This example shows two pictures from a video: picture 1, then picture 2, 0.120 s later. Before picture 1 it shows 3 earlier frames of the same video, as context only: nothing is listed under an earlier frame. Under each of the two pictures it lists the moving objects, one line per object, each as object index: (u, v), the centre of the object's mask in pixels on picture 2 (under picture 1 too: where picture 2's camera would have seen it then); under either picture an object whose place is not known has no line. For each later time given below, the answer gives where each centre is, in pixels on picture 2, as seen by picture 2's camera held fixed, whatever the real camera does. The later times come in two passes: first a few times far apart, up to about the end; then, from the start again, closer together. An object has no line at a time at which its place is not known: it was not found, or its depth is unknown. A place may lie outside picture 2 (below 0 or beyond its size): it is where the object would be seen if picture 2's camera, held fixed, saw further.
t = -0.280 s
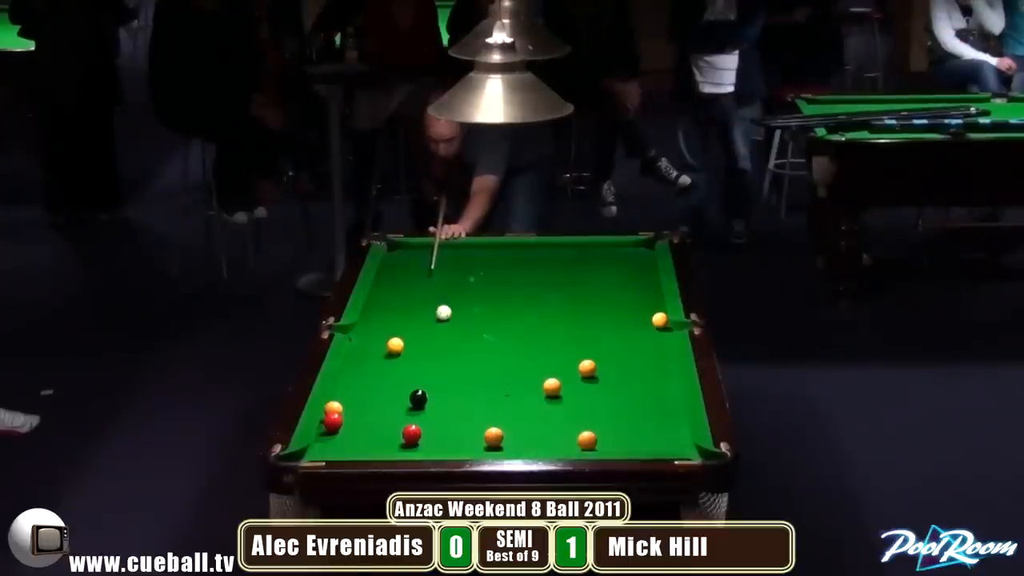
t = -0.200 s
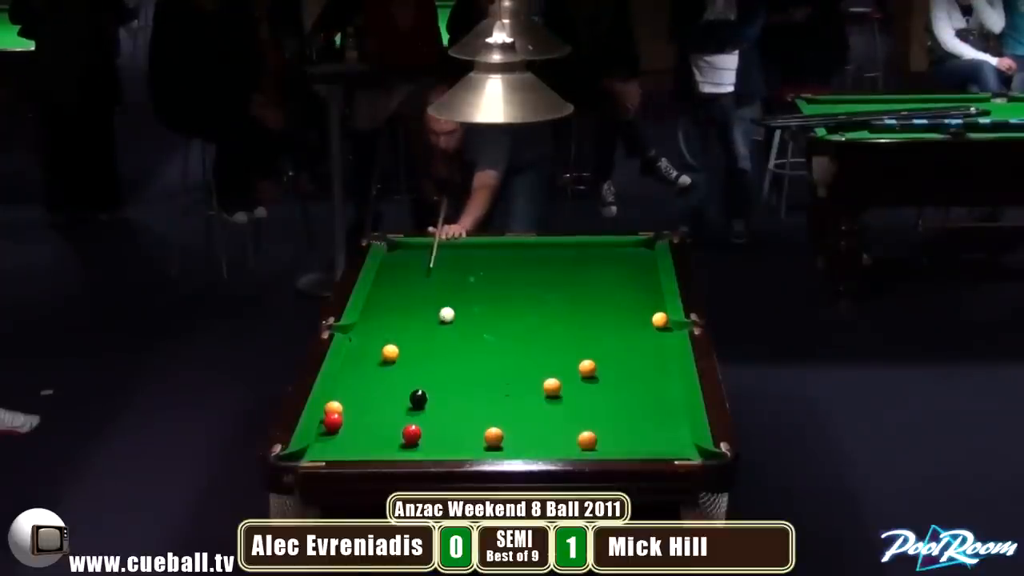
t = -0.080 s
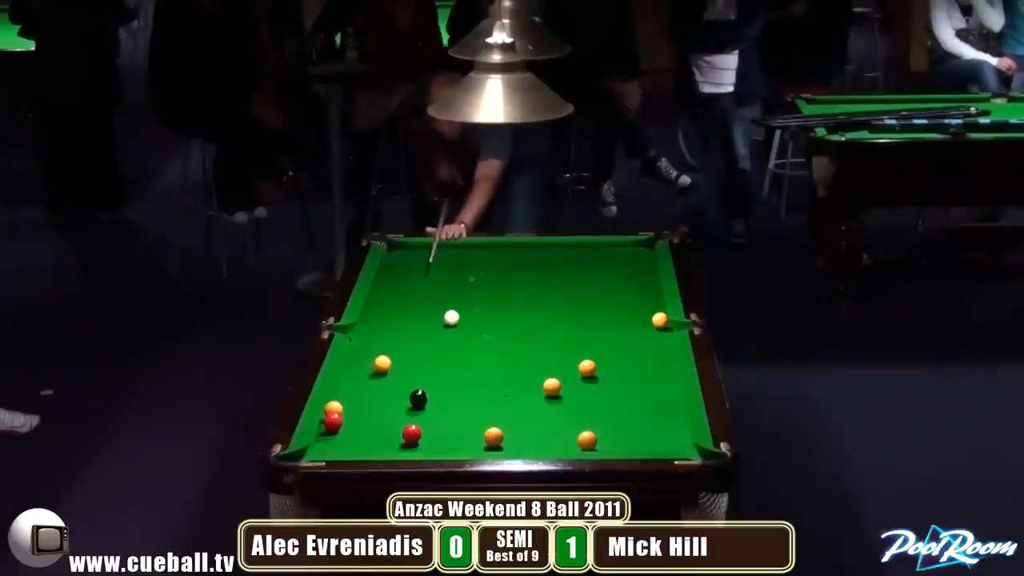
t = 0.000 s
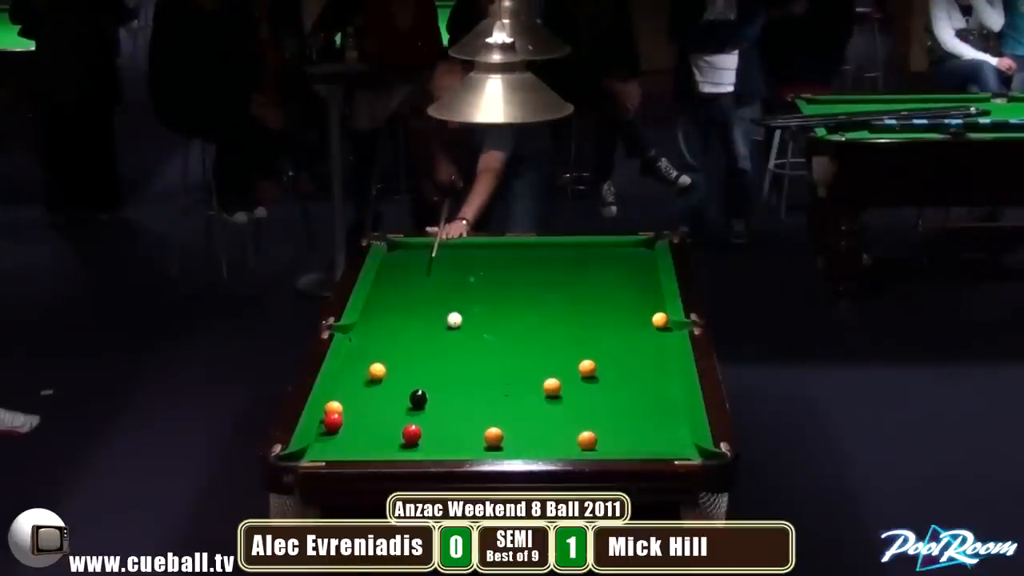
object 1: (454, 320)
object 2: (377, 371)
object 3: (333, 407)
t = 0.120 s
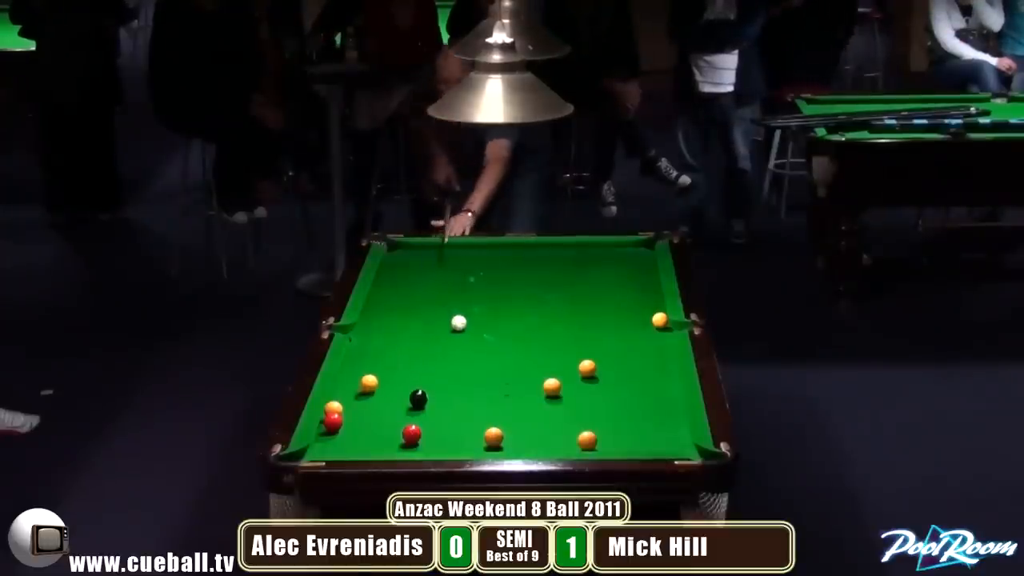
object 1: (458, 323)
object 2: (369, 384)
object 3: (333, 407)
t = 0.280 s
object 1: (464, 326)
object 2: (357, 399)
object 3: (334, 407)
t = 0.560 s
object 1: (472, 333)
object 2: (358, 424)
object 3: (344, 411)
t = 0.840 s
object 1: (479, 338)
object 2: (366, 445)
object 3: (359, 415)
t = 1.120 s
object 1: (485, 343)
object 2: (380, 442)
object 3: (371, 417)
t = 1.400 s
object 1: (490, 348)
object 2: (393, 430)
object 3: (380, 418)
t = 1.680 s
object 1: (493, 351)
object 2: (408, 417)
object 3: (385, 419)
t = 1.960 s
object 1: (495, 354)
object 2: (425, 412)
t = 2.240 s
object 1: (497, 356)
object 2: (440, 405)
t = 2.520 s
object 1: (498, 357)
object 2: (453, 399)
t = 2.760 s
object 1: (498, 358)
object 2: (462, 395)
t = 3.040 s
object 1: (497, 358)
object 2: (472, 391)
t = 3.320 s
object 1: (497, 358)
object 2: (479, 389)
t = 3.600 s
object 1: (497, 358)
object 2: (484, 387)
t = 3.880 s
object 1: (497, 358)
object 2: (488, 385)
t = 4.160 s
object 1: (497, 358)
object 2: (489, 385)
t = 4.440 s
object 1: (497, 358)
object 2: (489, 385)
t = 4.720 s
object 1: (497, 358)
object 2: (489, 385)
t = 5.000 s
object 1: (497, 358)
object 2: (489, 385)
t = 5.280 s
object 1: (497, 358)
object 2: (489, 385)
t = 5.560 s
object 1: (497, 358)
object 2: (489, 385)
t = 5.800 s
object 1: (497, 358)
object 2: (489, 385)
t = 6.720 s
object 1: (497, 358)
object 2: (489, 385)
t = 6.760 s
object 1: (497, 358)
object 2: (489, 384)
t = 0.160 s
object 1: (460, 323)
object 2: (366, 387)
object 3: (334, 407)
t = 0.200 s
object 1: (461, 325)
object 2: (363, 391)
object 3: (334, 407)
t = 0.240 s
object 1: (462, 326)
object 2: (360, 395)
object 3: (334, 407)
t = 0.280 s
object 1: (464, 326)
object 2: (357, 399)
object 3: (334, 407)
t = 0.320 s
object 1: (465, 327)
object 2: (355, 403)
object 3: (334, 407)
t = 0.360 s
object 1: (466, 328)
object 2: (352, 407)
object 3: (333, 407)
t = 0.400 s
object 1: (467, 329)
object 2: (353, 410)
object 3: (334, 407)
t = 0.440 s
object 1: (469, 330)
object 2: (354, 414)
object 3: (337, 408)
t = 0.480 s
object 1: (470, 331)
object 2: (355, 417)
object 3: (338, 408)
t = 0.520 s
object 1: (471, 332)
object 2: (356, 421)
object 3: (342, 409)
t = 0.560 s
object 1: (472, 333)
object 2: (358, 424)
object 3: (344, 411)
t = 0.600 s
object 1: (473, 334)
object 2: (359, 428)
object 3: (346, 412)
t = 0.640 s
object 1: (474, 334)
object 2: (360, 431)
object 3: (348, 412)
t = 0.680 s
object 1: (475, 335)
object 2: (361, 434)
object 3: (350, 413)
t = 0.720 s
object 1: (476, 336)
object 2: (362, 438)
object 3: (352, 413)
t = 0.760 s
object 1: (477, 337)
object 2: (364, 441)
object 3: (355, 414)
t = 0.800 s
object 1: (478, 338)
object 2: (365, 443)
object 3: (357, 414)
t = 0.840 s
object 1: (479, 338)
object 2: (366, 445)
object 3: (359, 415)
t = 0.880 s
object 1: (480, 339)
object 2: (368, 448)
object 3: (360, 415)
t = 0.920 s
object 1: (481, 340)
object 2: (370, 448)
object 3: (362, 415)
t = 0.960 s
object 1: (481, 340)
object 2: (372, 446)
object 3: (364, 415)
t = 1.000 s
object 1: (482, 341)
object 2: (374, 445)
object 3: (366, 416)
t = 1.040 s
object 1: (483, 342)
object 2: (376, 444)
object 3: (368, 416)
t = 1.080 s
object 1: (484, 343)
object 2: (378, 442)
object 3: (370, 416)
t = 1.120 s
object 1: (485, 343)
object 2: (380, 442)
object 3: (371, 417)
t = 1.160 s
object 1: (485, 344)
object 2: (382, 440)
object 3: (372, 417)
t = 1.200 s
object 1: (486, 345)
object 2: (384, 438)
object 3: (374, 417)
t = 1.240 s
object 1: (487, 345)
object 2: (386, 437)
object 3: (375, 418)
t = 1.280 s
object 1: (488, 346)
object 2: (388, 435)
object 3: (377, 418)
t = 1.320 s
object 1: (489, 347)
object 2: (389, 433)
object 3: (378, 418)
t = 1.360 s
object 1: (489, 347)
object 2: (392, 432)
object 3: (379, 418)
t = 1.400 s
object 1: (490, 348)
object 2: (393, 430)
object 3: (380, 418)
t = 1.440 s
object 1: (490, 348)
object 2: (395, 428)
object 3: (381, 418)
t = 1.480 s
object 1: (491, 349)
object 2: (396, 427)
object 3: (382, 418)
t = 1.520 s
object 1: (491, 349)
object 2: (399, 425)
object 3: (383, 419)
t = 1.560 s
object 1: (492, 350)
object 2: (400, 423)
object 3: (384, 419)
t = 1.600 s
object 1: (492, 350)
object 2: (402, 422)
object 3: (385, 419)
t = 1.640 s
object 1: (493, 351)
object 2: (405, 419)
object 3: (385, 419)
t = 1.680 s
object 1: (493, 351)
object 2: (408, 417)
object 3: (385, 419)
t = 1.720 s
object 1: (494, 352)
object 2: (411, 416)
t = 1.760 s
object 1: (494, 352)
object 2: (414, 416)
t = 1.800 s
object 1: (494, 352)
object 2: (416, 415)
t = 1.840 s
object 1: (495, 353)
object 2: (419, 415)
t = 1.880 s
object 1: (495, 353)
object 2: (421, 414)
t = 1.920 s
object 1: (495, 353)
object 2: (423, 413)
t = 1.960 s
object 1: (495, 354)
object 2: (425, 412)
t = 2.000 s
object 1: (496, 354)
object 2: (428, 411)
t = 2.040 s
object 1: (496, 355)
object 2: (430, 410)
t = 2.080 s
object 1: (496, 355)
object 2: (432, 409)
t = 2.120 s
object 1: (496, 355)
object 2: (434, 408)
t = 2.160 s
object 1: (497, 355)
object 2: (436, 407)
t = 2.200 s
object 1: (497, 355)
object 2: (438, 406)
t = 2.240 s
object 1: (497, 356)
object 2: (440, 405)
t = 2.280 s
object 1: (497, 356)
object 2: (443, 404)
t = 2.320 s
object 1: (497, 356)
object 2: (445, 403)
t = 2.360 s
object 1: (498, 357)
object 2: (446, 403)
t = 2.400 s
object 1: (498, 357)
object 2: (448, 401)
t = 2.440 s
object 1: (498, 357)
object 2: (450, 401)
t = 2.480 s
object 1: (498, 357)
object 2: (451, 400)
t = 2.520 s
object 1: (498, 357)
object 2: (453, 399)
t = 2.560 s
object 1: (498, 357)
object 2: (455, 398)
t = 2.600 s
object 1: (498, 358)
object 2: (457, 398)
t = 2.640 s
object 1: (498, 358)
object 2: (458, 397)
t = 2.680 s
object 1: (498, 358)
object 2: (460, 396)
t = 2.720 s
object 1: (498, 358)
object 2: (461, 396)
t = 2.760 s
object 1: (498, 358)
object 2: (462, 395)
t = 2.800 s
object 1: (497, 358)
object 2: (464, 394)
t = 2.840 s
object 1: (497, 358)
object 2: (465, 394)
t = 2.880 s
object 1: (497, 358)
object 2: (467, 393)
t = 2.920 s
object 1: (497, 358)
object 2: (468, 393)
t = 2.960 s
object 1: (497, 358)
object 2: (469, 392)
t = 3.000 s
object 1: (497, 358)
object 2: (470, 392)
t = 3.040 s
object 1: (497, 358)
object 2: (472, 391)
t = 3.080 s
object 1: (497, 358)
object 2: (473, 391)
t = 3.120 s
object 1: (497, 358)
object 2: (474, 390)
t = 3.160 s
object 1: (497, 358)
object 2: (475, 390)
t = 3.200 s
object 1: (497, 358)
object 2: (476, 390)
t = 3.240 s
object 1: (497, 358)
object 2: (477, 389)
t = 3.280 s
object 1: (497, 358)
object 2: (478, 389)
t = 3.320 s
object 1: (497, 358)
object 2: (479, 389)
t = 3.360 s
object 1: (497, 358)
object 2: (480, 388)
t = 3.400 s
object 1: (497, 358)
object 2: (480, 388)
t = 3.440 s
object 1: (497, 358)
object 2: (481, 388)
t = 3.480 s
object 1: (497, 358)
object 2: (482, 387)
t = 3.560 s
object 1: (497, 358)
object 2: (483, 387)
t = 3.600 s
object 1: (497, 358)
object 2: (484, 387)
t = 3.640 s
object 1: (497, 358)
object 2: (485, 386)
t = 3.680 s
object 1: (497, 358)
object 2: (485, 386)
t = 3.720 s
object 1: (497, 358)
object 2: (486, 386)
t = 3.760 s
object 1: (497, 358)
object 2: (486, 386)
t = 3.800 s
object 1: (498, 358)
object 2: (487, 385)
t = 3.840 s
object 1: (498, 358)
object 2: (487, 385)
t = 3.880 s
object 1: (497, 358)
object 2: (488, 385)
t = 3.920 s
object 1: (497, 358)
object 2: (488, 385)
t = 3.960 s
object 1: (497, 358)
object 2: (488, 385)
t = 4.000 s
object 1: (497, 358)
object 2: (489, 385)
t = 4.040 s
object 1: (497, 358)
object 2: (489, 385)
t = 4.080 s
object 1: (497, 358)
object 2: (489, 385)
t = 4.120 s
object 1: (497, 358)
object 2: (489, 385)
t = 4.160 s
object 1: (497, 358)
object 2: (489, 385)
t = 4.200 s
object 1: (497, 358)
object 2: (489, 385)
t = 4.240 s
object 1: (497, 358)
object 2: (489, 385)
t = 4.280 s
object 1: (497, 358)
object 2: (489, 385)
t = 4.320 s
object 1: (497, 358)
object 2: (489, 385)
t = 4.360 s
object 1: (497, 358)
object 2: (489, 385)
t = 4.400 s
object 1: (497, 358)
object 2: (489, 385)
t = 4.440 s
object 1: (497, 358)
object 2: (489, 385)
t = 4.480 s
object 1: (497, 358)
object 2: (489, 385)
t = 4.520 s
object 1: (497, 358)
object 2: (489, 385)
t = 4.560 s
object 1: (497, 358)
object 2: (489, 385)
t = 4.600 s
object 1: (497, 358)
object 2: (489, 385)
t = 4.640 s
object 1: (497, 358)
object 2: (489, 385)
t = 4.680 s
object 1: (497, 358)
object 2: (489, 385)
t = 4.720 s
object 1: (497, 358)
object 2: (489, 385)
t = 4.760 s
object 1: (497, 358)
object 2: (489, 385)
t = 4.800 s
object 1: (497, 358)
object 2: (489, 385)
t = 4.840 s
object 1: (497, 358)
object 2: (489, 385)
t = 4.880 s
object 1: (497, 358)
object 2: (489, 385)
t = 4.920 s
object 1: (497, 358)
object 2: (489, 385)
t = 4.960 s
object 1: (497, 358)
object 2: (489, 385)
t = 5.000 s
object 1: (497, 358)
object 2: (489, 385)
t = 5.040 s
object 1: (497, 358)
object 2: (489, 385)
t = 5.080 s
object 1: (497, 358)
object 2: (489, 385)
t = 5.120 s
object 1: (497, 358)
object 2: (489, 385)
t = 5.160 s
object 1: (497, 358)
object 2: (489, 385)
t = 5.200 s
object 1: (497, 358)
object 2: (489, 385)
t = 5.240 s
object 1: (497, 358)
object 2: (489, 385)
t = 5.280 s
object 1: (497, 358)
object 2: (489, 385)
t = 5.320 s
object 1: (497, 358)
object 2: (489, 385)
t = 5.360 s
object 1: (497, 358)
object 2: (489, 385)
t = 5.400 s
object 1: (497, 358)
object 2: (489, 385)
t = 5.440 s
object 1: (497, 358)
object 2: (489, 385)
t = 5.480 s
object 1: (497, 358)
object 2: (489, 385)
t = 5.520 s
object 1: (497, 358)
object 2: (489, 385)
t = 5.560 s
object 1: (497, 358)
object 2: (489, 385)
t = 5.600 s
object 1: (497, 358)
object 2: (489, 385)
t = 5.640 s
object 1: (497, 358)
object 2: (489, 385)
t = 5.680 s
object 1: (497, 358)
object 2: (489, 385)
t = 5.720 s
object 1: (497, 358)
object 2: (489, 385)
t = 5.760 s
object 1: (497, 358)
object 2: (489, 385)
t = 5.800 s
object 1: (497, 358)
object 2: (489, 385)
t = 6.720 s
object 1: (497, 358)
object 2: (489, 385)
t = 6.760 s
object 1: (497, 358)
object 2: (489, 384)
